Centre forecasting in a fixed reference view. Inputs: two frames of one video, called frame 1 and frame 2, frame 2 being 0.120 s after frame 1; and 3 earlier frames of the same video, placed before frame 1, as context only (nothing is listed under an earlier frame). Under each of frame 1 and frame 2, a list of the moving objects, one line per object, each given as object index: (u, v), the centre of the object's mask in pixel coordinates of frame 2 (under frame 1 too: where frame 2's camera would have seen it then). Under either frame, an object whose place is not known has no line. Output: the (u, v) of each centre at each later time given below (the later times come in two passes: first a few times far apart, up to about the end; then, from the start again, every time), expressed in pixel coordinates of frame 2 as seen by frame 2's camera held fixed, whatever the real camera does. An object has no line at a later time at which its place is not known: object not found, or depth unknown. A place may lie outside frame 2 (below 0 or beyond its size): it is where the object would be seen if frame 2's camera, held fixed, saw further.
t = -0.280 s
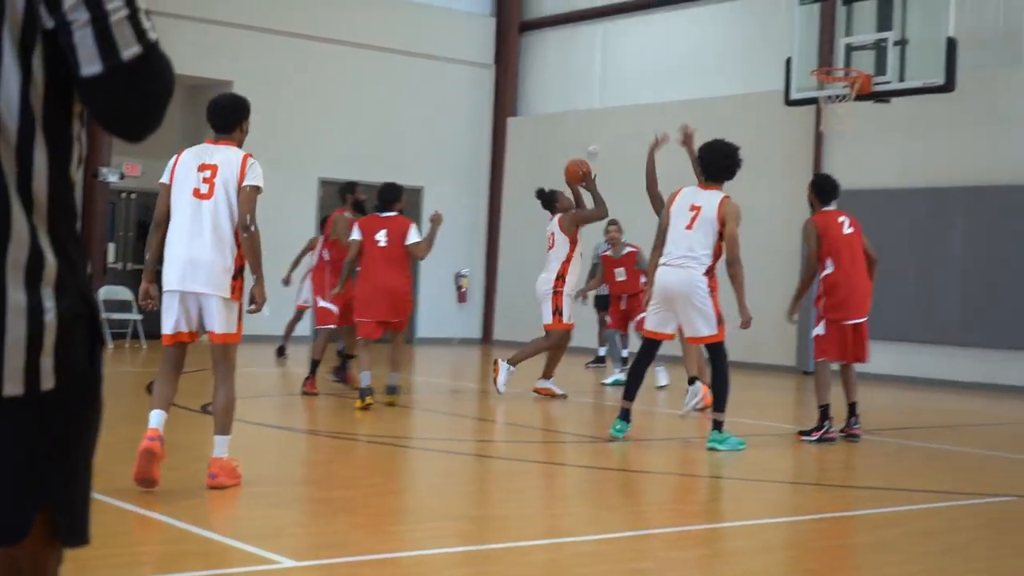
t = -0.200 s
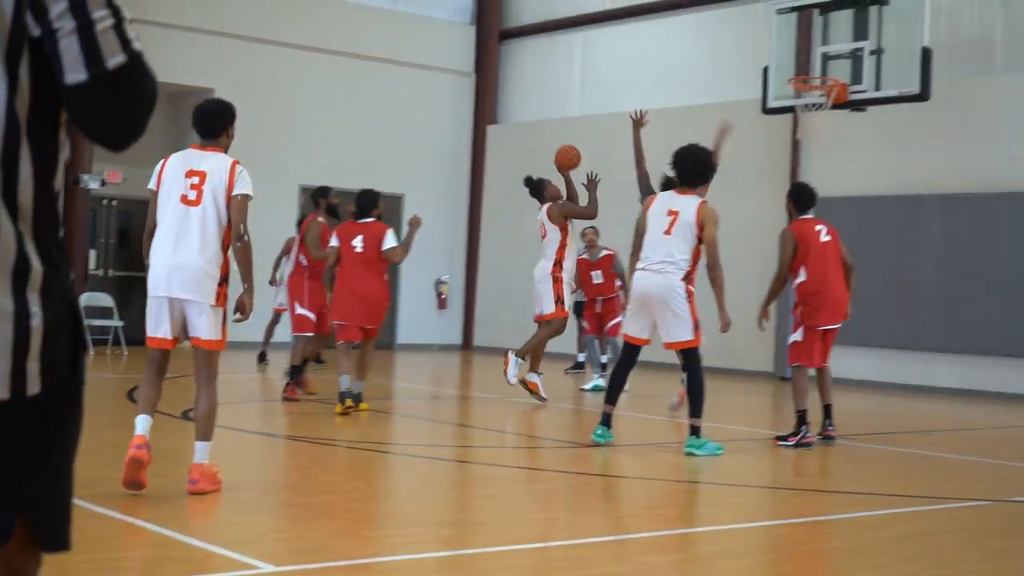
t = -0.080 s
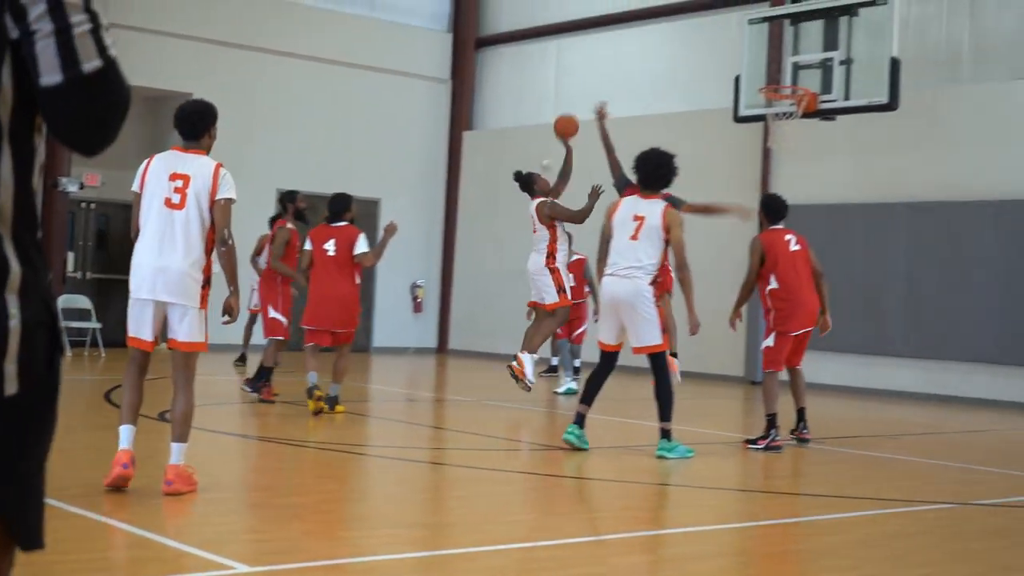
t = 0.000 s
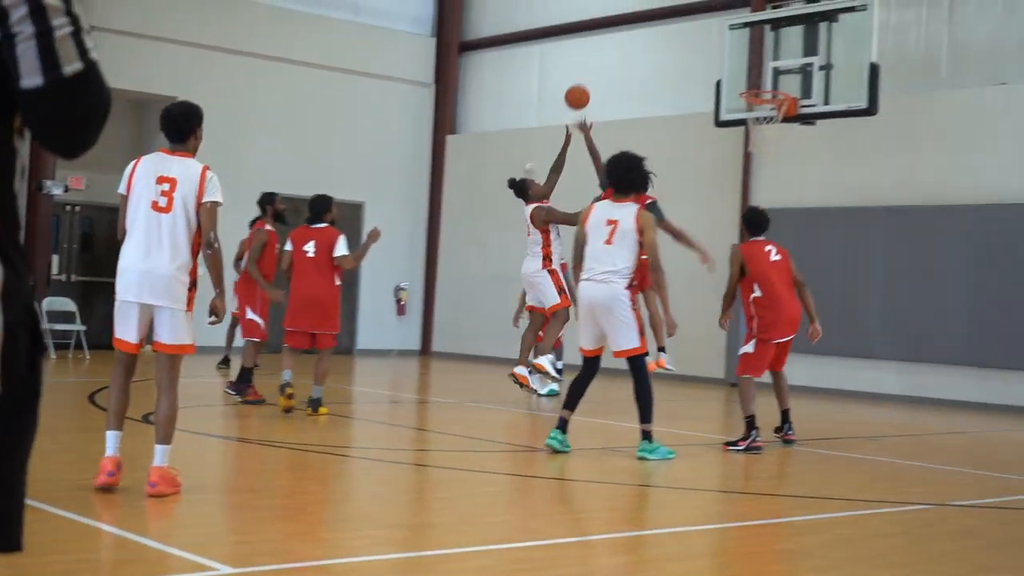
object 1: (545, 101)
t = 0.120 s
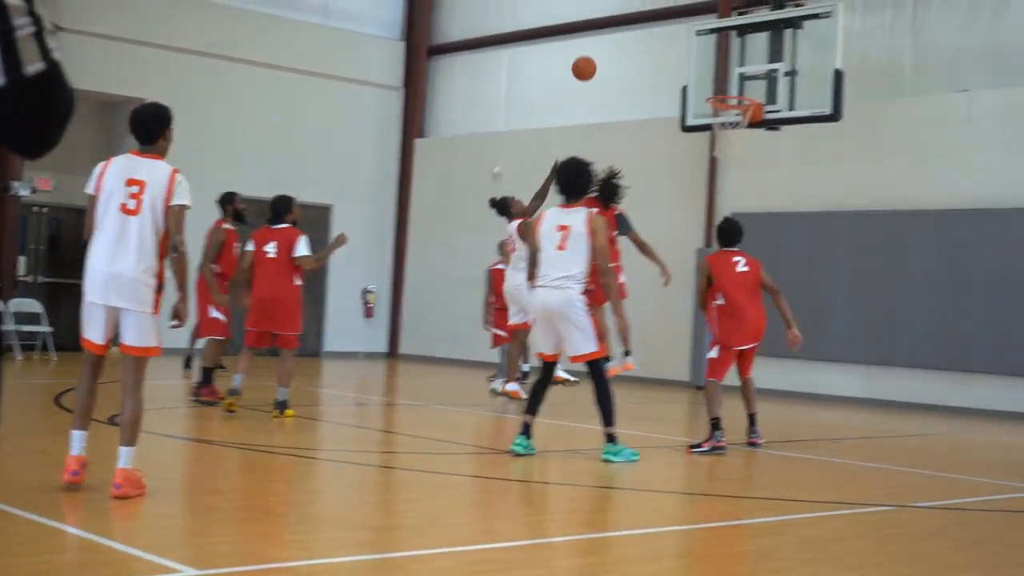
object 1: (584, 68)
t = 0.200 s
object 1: (611, 53)
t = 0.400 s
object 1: (673, 45)
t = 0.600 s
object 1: (732, 76)
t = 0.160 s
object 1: (595, 61)
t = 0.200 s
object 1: (611, 53)
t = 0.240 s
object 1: (621, 49)
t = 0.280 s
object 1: (637, 45)
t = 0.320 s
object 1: (647, 44)
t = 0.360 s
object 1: (658, 43)
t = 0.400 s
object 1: (673, 45)
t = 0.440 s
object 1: (683, 47)
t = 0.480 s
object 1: (698, 53)
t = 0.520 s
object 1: (708, 58)
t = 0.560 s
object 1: (718, 64)
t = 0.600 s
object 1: (732, 76)
